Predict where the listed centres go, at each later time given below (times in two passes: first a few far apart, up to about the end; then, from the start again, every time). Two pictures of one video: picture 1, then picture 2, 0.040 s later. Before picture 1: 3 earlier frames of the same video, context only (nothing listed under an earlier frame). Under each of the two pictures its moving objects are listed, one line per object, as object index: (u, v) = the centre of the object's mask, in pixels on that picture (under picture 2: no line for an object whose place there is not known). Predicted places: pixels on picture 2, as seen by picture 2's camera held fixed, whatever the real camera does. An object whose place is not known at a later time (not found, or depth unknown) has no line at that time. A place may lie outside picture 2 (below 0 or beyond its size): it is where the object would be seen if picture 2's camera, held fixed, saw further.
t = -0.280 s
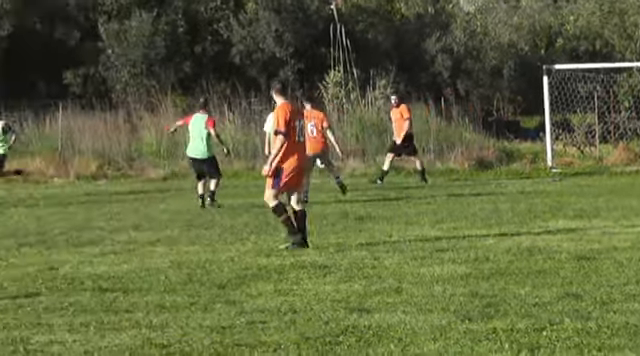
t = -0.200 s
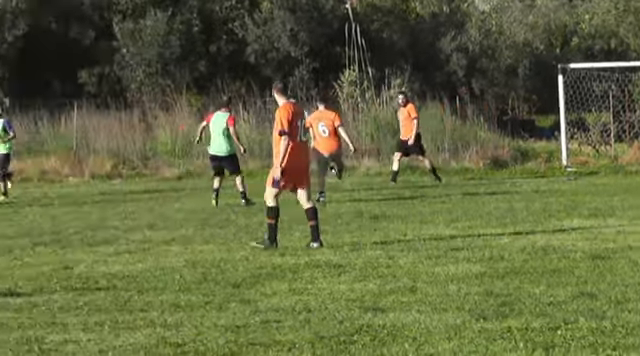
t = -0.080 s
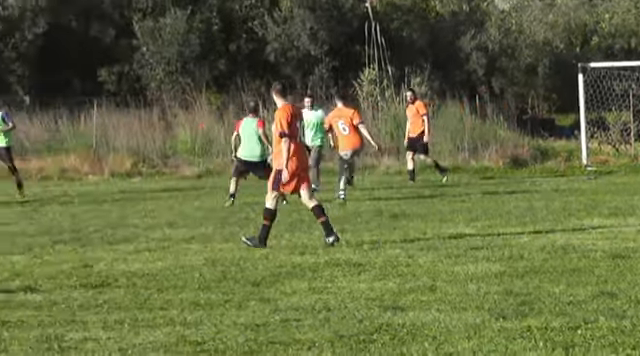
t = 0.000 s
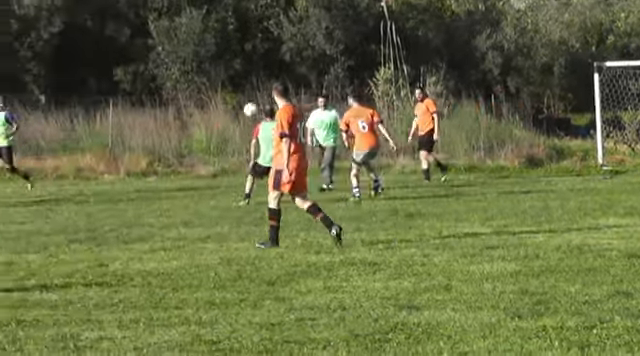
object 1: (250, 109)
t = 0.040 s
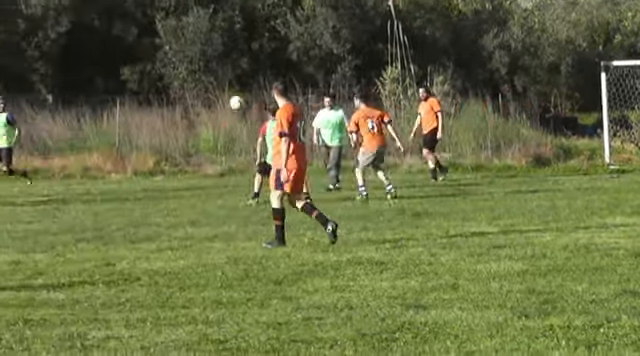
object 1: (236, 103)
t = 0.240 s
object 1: (130, 83)
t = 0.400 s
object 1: (46, 86)
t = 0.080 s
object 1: (214, 96)
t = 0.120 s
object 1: (193, 91)
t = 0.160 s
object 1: (173, 88)
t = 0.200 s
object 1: (152, 85)
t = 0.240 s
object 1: (130, 83)
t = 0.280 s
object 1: (109, 82)
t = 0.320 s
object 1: (89, 83)
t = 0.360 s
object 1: (67, 84)
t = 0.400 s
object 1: (46, 86)
